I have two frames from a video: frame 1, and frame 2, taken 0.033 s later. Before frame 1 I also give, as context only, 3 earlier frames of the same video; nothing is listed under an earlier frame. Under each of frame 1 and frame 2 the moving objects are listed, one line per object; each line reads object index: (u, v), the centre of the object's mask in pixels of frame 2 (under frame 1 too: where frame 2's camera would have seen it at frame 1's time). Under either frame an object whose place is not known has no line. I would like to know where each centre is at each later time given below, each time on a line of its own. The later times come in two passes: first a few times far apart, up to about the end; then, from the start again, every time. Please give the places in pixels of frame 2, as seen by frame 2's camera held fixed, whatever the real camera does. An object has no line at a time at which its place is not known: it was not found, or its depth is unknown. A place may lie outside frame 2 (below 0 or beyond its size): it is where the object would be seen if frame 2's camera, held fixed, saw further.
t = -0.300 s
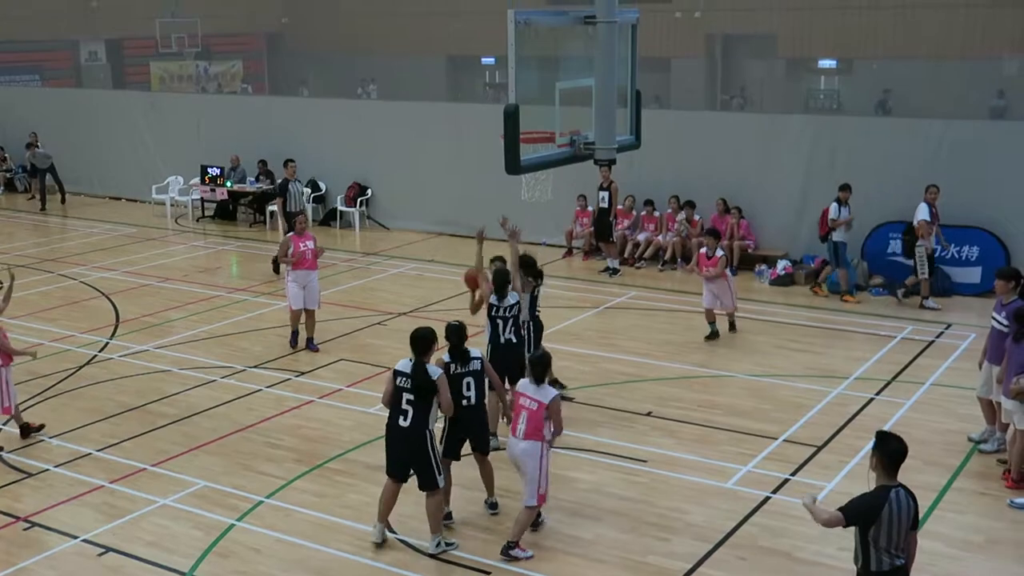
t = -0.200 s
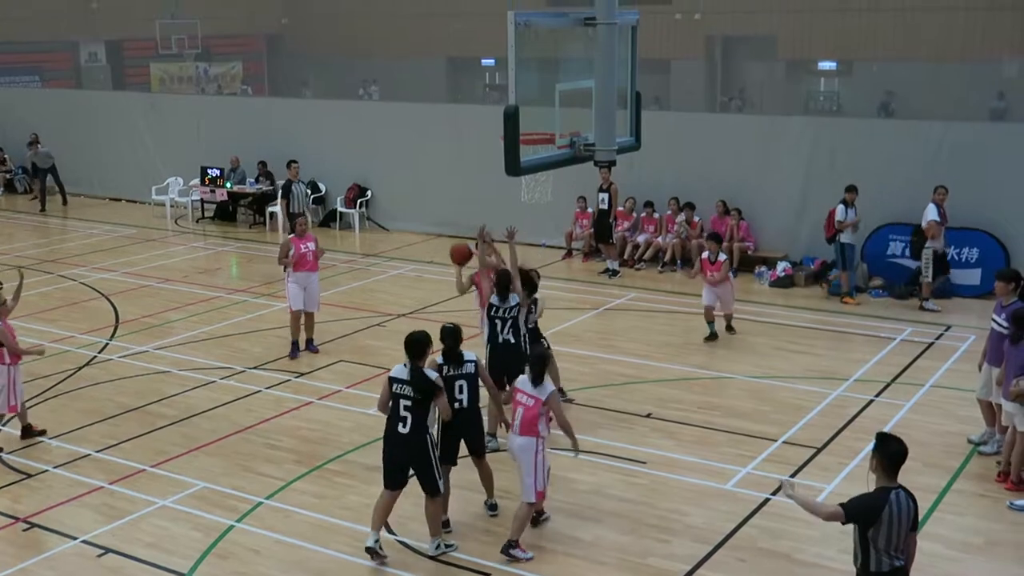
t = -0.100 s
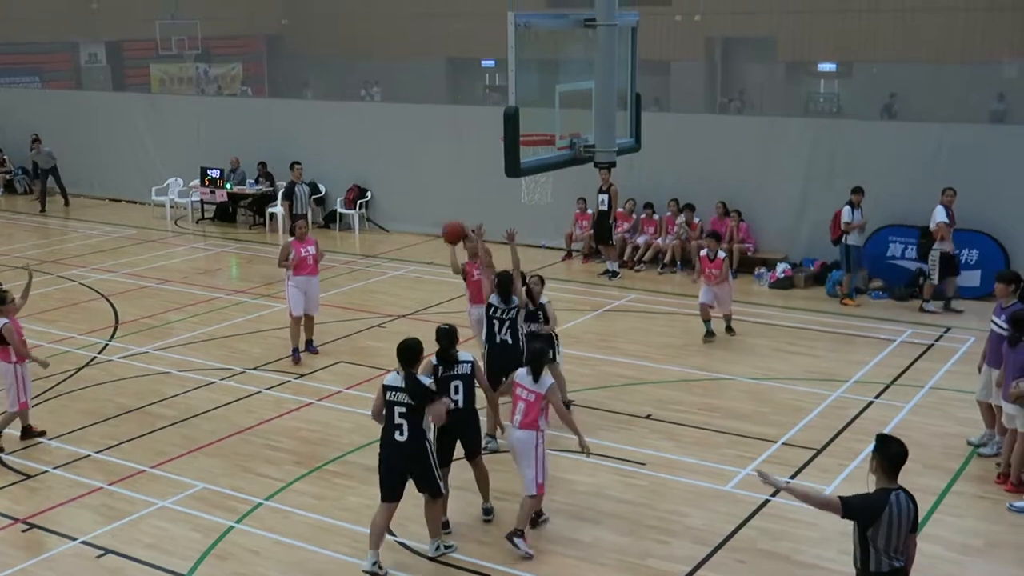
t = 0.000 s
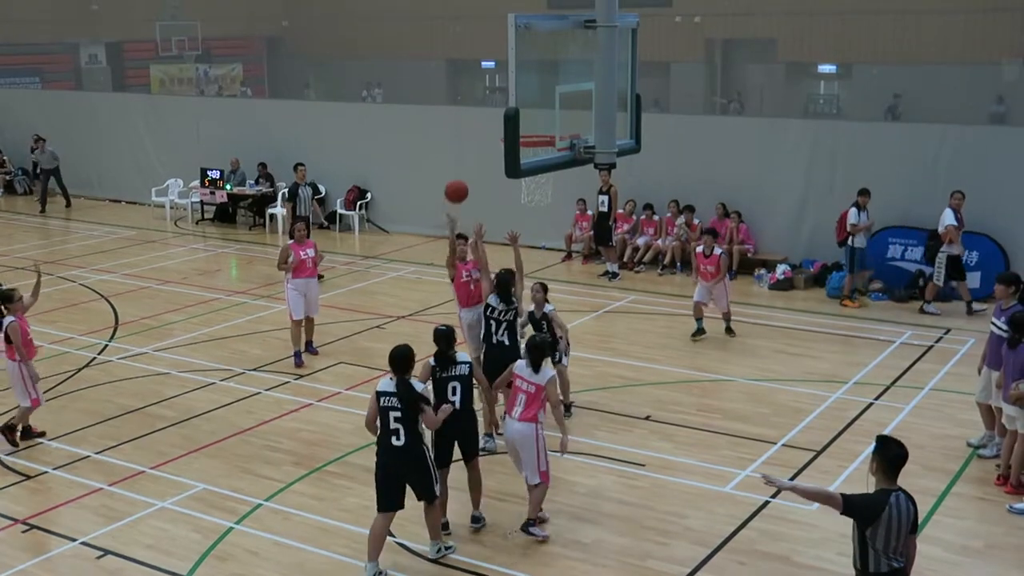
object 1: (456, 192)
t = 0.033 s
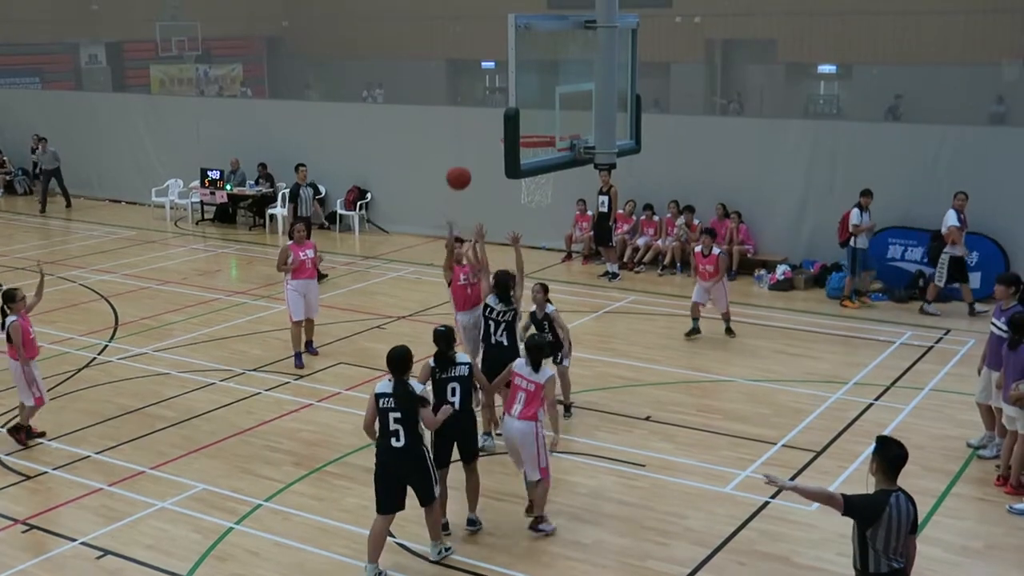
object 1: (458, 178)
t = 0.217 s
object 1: (472, 118)
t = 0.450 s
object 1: (493, 90)
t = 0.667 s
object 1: (524, 118)
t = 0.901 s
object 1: (532, 100)
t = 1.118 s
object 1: (499, 116)
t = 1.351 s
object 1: (481, 198)
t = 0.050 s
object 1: (459, 171)
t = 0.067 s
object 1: (461, 165)
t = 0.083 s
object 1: (462, 159)
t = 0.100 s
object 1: (463, 153)
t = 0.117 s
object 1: (464, 147)
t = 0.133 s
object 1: (466, 142)
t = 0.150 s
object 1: (467, 136)
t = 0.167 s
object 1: (468, 132)
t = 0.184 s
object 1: (470, 127)
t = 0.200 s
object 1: (471, 123)
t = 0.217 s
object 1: (472, 118)
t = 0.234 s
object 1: (474, 115)
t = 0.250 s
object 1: (475, 111)
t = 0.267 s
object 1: (477, 108)
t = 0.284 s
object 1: (478, 104)
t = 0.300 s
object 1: (479, 101)
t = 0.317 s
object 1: (481, 99)
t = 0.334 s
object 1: (482, 97)
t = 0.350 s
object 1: (484, 95)
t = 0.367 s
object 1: (486, 93)
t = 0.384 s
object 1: (487, 92)
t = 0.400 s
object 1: (488, 91)
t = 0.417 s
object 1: (491, 90)
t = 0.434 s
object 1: (491, 90)
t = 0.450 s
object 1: (493, 90)
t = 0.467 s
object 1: (494, 90)
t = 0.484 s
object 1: (495, 90)
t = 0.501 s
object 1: (496, 91)
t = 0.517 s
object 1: (497, 91)
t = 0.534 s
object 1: (497, 92)
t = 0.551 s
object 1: (499, 96)
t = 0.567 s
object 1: (500, 99)
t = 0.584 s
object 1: (501, 102)
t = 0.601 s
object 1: (506, 104)
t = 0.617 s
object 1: (501, 105)
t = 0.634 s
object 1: (522, 112)
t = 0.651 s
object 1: (524, 117)
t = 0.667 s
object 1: (524, 118)
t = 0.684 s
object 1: (525, 124)
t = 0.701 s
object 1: (526, 124)
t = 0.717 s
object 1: (526, 119)
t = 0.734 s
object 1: (527, 116)
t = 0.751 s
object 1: (527, 114)
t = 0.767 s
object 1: (527, 110)
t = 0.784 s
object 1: (528, 107)
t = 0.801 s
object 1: (528, 105)
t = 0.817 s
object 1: (528, 103)
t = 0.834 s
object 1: (529, 102)
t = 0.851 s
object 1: (530, 101)
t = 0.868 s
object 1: (531, 100)
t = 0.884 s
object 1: (531, 100)
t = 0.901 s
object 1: (532, 100)
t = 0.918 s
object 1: (532, 100)
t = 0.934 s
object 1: (533, 100)
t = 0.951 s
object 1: (533, 100)
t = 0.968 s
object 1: (531, 100)
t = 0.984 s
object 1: (530, 100)
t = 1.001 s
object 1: (529, 100)
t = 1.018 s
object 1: (528, 101)
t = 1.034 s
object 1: (527, 102)
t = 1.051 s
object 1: (526, 103)
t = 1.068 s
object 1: (525, 105)
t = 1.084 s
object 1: (519, 109)
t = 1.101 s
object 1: (523, 113)
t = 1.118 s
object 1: (499, 116)
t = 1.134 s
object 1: (498, 119)
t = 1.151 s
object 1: (497, 123)
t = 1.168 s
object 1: (497, 127)
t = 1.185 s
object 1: (495, 132)
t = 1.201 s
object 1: (494, 137)
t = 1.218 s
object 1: (493, 142)
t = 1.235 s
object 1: (492, 148)
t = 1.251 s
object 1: (491, 154)
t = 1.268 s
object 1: (490, 160)
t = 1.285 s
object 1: (489, 167)
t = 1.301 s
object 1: (487, 175)
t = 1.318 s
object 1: (485, 183)
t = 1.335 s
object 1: (483, 190)
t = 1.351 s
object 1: (481, 198)
